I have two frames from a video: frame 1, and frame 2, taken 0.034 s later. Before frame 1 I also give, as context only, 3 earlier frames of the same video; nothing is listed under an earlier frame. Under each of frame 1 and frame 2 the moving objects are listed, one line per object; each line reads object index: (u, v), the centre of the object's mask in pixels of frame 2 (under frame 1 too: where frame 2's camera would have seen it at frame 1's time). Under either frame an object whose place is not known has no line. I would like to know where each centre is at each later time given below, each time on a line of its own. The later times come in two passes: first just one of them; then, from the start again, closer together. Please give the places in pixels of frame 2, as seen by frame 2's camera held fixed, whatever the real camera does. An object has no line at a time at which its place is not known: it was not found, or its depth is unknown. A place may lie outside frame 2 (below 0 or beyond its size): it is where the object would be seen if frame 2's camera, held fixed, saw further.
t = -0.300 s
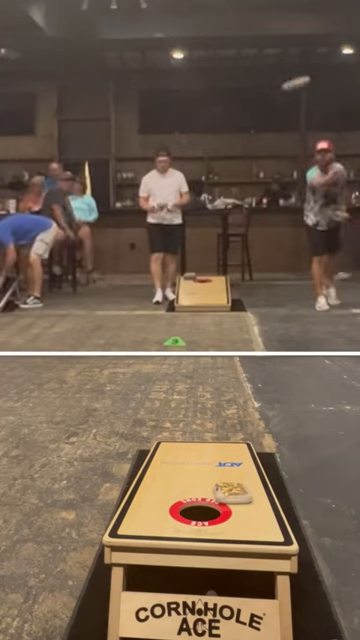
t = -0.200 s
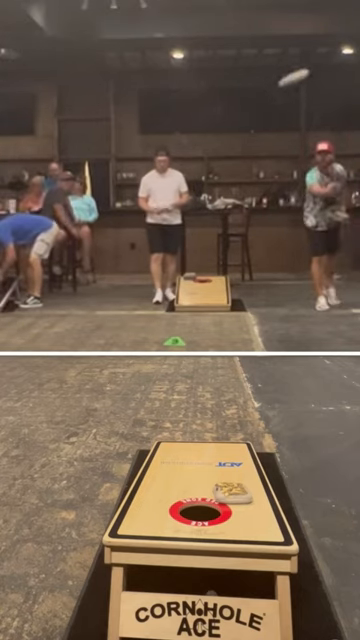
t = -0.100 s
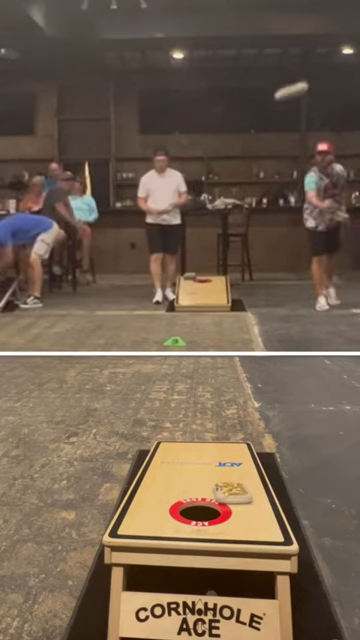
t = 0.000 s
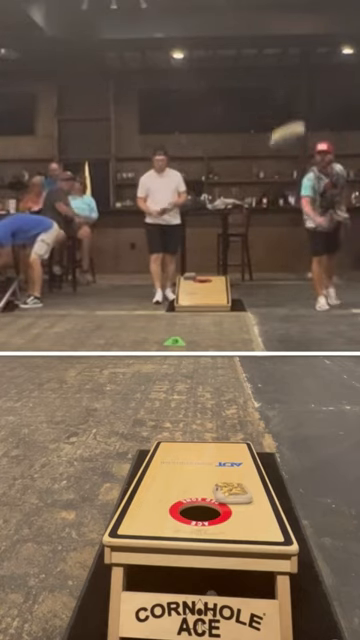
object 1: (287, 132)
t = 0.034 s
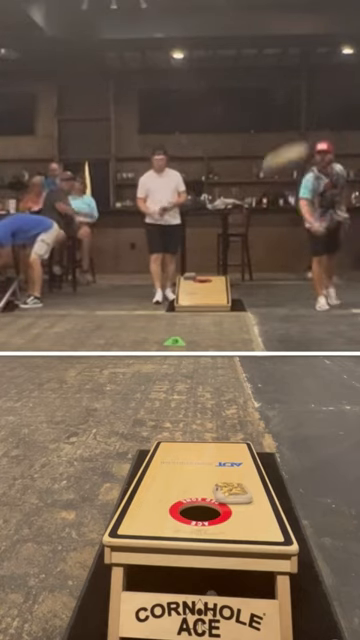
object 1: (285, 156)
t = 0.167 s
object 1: (276, 322)
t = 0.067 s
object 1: (281, 185)
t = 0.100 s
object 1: (280, 223)
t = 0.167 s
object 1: (276, 322)
